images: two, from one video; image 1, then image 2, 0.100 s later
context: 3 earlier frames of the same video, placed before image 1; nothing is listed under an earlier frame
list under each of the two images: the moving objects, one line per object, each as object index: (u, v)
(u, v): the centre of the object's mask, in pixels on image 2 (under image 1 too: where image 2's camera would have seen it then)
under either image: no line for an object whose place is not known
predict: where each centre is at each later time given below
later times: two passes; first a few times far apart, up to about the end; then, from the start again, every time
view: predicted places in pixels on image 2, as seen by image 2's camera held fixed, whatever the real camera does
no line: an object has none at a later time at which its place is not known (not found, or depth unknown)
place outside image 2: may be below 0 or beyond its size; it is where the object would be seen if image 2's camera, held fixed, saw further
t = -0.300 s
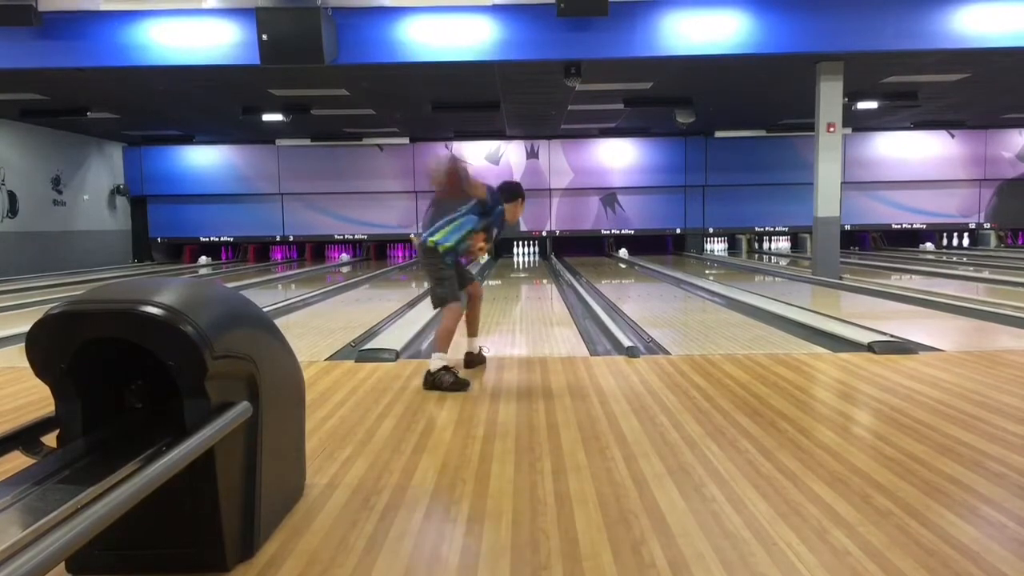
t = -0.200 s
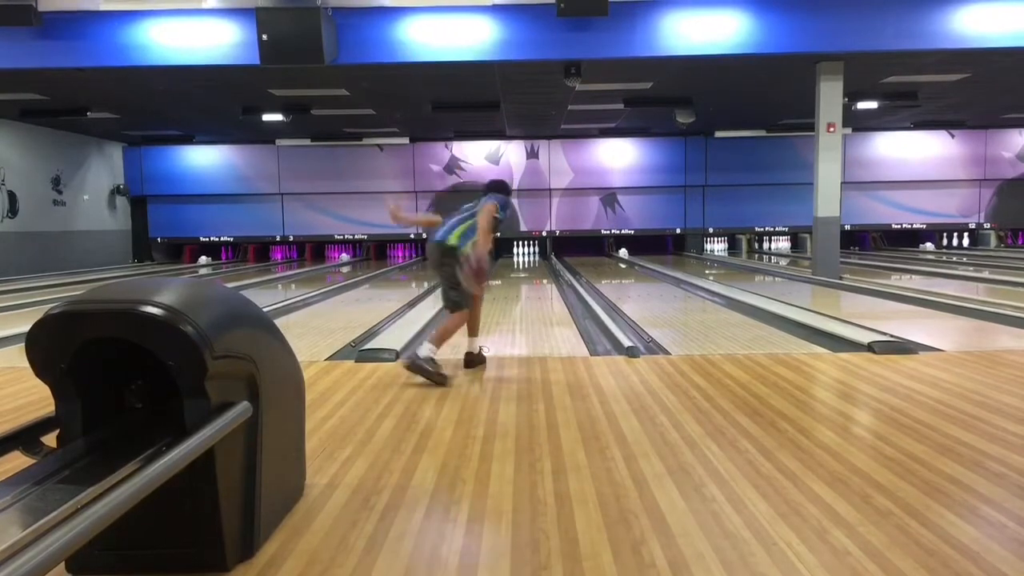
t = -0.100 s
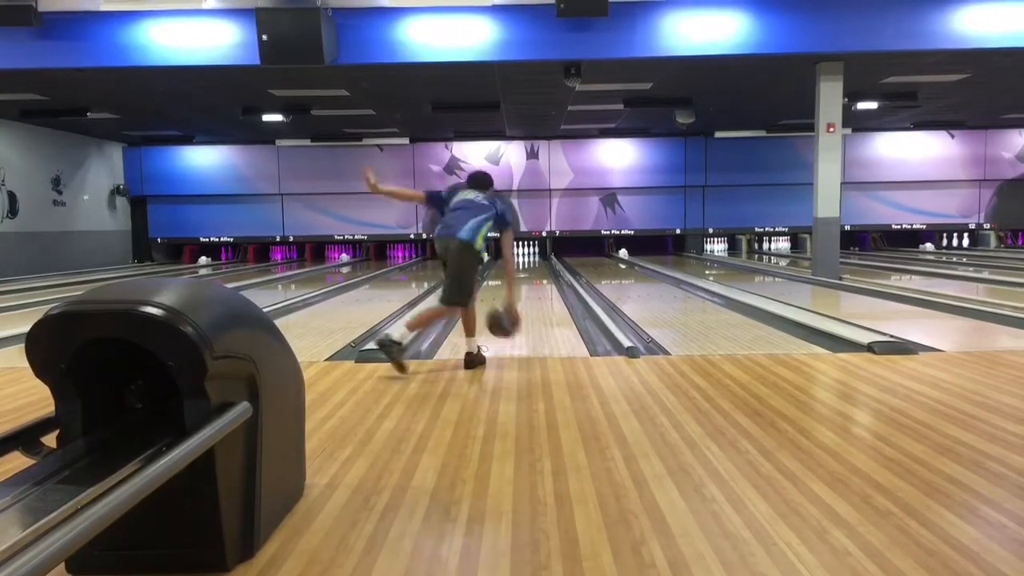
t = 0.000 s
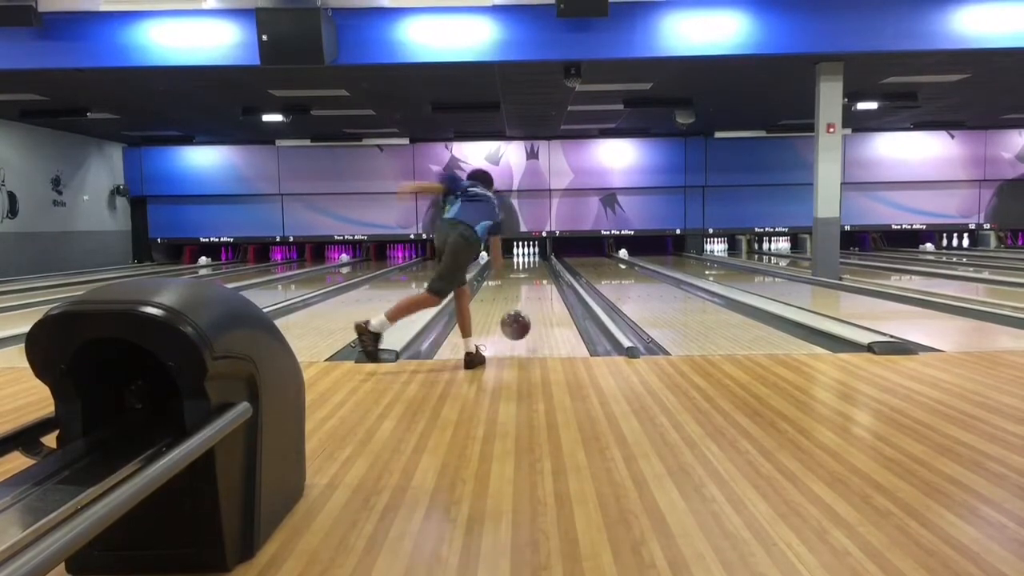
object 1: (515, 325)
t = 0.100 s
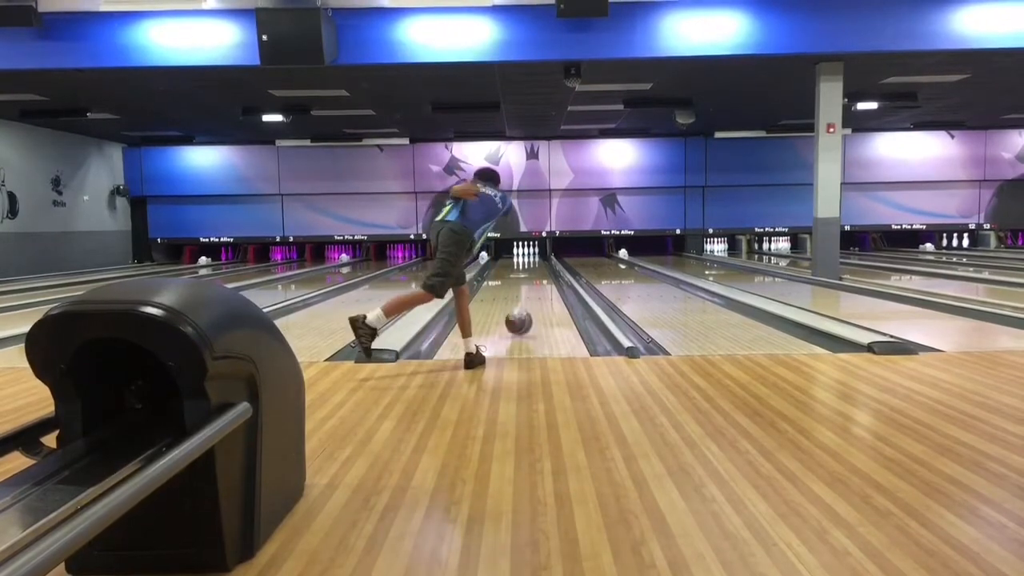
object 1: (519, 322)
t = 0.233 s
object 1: (522, 312)
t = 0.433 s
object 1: (525, 300)
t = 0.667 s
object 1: (528, 289)
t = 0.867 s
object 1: (530, 282)
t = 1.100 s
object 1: (532, 275)
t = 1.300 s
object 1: (531, 270)
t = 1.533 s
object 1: (531, 266)
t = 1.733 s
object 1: (532, 263)
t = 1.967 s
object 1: (532, 261)
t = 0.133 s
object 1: (520, 317)
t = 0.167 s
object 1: (521, 315)
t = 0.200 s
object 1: (521, 314)
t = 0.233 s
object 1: (522, 312)
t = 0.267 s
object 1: (523, 310)
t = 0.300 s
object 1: (524, 308)
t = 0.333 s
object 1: (524, 305)
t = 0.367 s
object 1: (525, 304)
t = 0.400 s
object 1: (525, 301)
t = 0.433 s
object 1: (525, 300)
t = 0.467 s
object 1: (526, 297)
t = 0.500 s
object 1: (527, 296)
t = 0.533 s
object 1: (527, 294)
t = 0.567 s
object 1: (527, 292)
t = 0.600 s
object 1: (528, 291)
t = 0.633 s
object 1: (528, 289)
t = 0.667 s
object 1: (528, 289)
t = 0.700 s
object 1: (529, 287)
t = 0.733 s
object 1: (529, 286)
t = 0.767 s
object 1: (529, 285)
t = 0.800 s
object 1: (529, 284)
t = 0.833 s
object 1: (529, 283)
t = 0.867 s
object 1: (530, 282)
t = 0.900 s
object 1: (530, 281)
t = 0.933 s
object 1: (530, 279)
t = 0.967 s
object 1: (530, 278)
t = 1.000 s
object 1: (530, 278)
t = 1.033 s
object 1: (531, 278)
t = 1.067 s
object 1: (531, 276)
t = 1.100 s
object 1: (532, 275)
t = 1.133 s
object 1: (531, 274)
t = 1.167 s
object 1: (530, 273)
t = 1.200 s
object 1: (531, 273)
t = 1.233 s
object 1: (531, 272)
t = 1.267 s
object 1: (532, 271)
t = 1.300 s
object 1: (531, 270)
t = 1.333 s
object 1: (531, 269)
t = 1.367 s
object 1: (532, 268)
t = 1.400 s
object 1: (531, 268)
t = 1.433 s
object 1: (532, 268)
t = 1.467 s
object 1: (532, 267)
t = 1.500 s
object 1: (532, 267)
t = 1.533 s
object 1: (531, 266)
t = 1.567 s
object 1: (532, 265)
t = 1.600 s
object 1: (532, 265)
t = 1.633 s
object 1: (532, 264)
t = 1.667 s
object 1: (532, 264)
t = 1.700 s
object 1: (532, 263)
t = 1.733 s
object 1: (532, 263)
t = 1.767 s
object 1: (532, 263)
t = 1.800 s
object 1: (532, 262)
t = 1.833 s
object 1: (533, 261)
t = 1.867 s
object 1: (532, 261)
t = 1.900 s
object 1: (532, 261)
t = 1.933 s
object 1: (532, 261)
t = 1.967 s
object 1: (532, 261)
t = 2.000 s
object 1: (532, 260)
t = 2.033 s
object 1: (532, 260)
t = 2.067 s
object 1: (531, 260)
